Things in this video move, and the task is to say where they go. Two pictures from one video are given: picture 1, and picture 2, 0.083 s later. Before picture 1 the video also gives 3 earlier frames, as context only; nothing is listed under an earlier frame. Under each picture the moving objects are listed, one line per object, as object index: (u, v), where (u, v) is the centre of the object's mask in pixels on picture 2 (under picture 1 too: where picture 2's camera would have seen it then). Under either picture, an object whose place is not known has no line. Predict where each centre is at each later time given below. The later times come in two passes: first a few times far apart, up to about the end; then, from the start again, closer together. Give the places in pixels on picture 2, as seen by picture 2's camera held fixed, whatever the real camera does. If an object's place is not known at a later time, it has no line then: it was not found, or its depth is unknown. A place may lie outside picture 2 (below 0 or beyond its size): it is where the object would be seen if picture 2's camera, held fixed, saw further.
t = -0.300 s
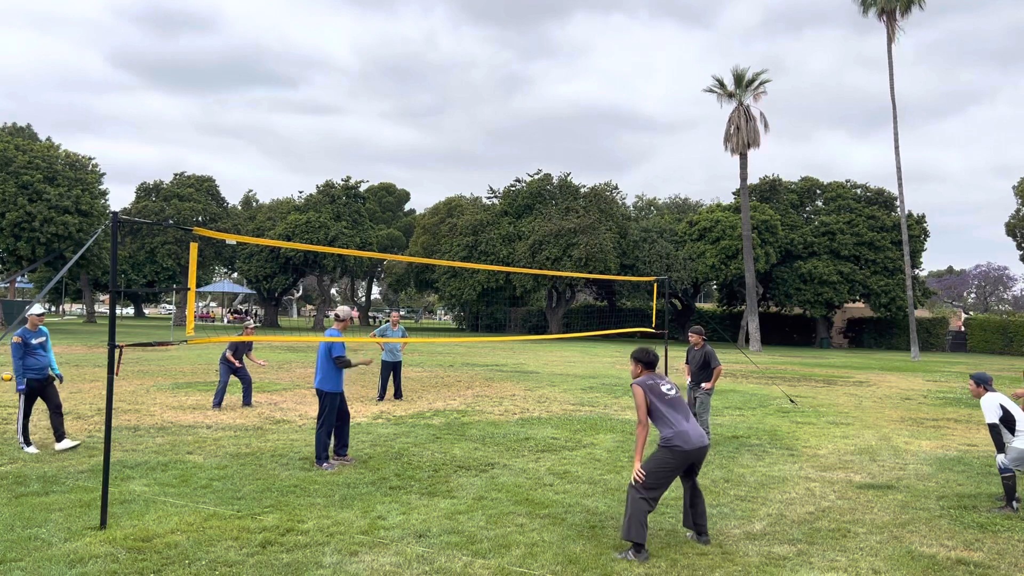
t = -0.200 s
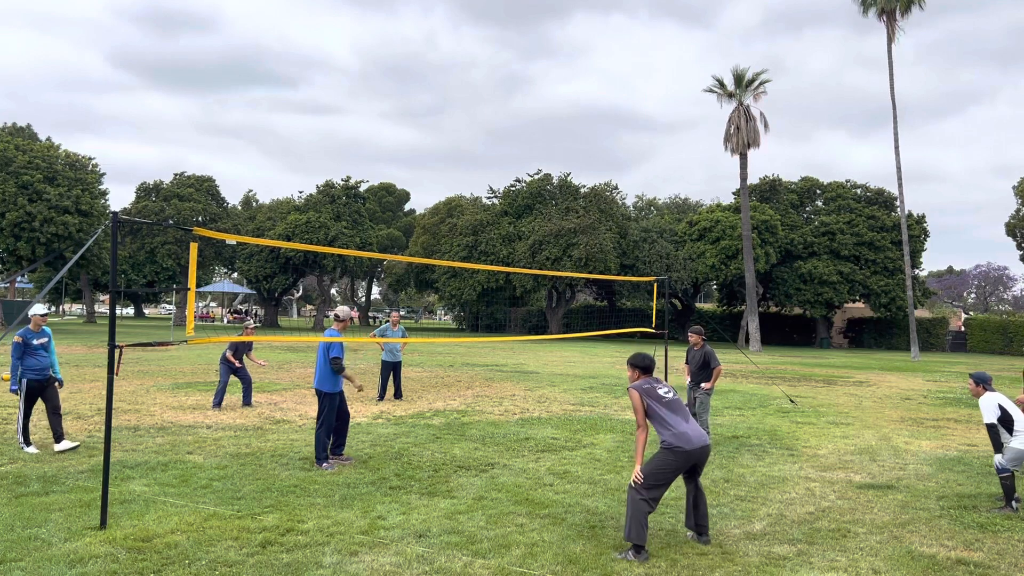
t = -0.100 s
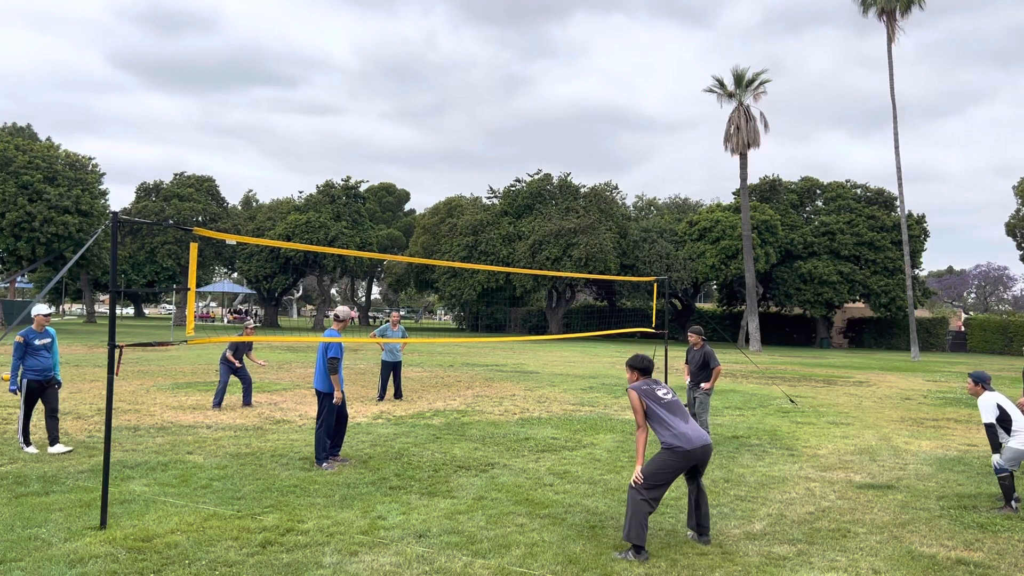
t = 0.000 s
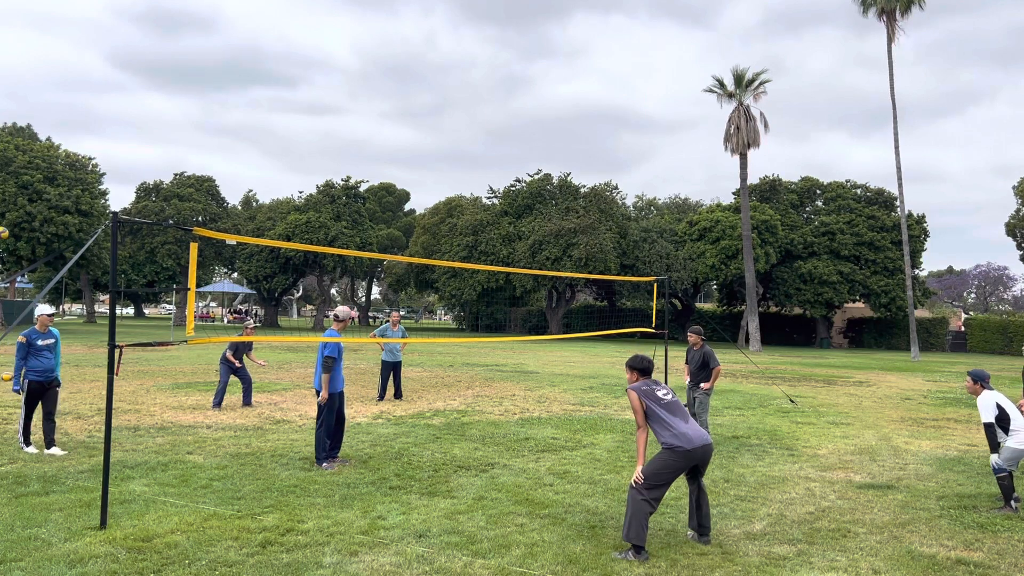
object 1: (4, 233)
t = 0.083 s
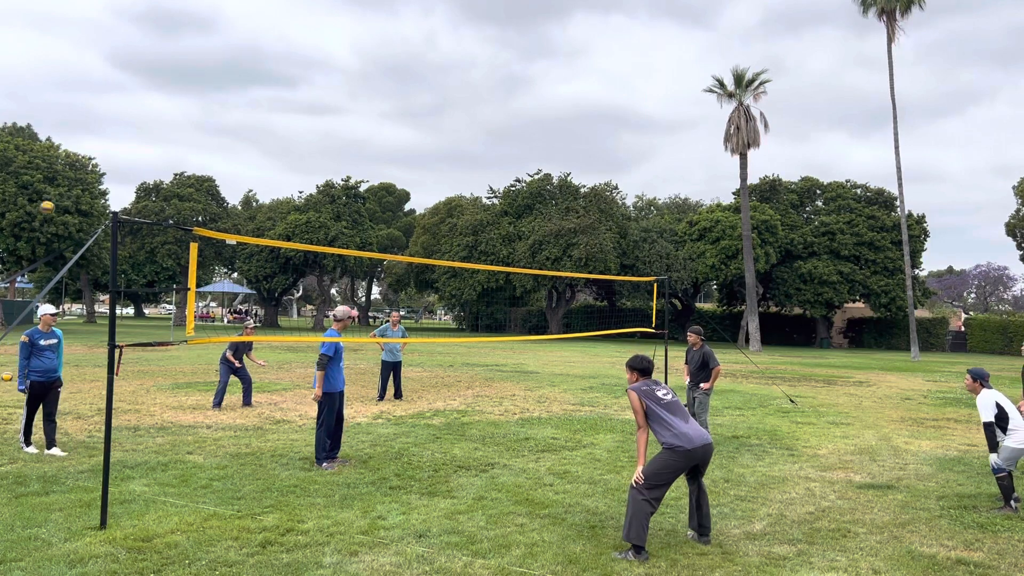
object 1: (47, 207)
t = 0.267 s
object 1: (150, 164)
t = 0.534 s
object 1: (308, 136)
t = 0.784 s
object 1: (464, 156)
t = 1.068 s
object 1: (651, 236)
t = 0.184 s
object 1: (103, 181)
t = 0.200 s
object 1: (112, 178)
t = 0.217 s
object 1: (121, 174)
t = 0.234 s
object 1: (131, 170)
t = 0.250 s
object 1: (141, 167)
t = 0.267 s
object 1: (150, 164)
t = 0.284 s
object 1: (160, 160)
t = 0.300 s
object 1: (169, 158)
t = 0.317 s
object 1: (179, 155)
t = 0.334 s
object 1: (188, 152)
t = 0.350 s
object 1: (198, 150)
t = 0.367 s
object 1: (208, 148)
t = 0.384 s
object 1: (218, 146)
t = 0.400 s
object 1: (228, 144)
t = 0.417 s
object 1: (238, 142)
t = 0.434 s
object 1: (248, 141)
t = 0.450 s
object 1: (258, 140)
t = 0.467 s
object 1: (268, 138)
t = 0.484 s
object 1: (278, 137)
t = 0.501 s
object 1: (288, 136)
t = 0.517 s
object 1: (298, 136)
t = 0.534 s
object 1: (308, 136)
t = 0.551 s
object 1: (318, 136)
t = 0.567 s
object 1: (329, 136)
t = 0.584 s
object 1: (339, 136)
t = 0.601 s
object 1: (349, 137)
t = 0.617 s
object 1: (359, 137)
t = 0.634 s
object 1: (370, 138)
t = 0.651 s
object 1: (380, 140)
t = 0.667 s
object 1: (391, 141)
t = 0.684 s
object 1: (401, 143)
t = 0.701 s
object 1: (411, 144)
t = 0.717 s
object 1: (422, 146)
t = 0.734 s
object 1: (432, 148)
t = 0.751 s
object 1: (443, 151)
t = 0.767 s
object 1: (454, 153)
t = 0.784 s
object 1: (464, 156)
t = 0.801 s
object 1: (474, 159)
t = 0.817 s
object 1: (485, 162)
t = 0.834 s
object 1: (497, 165)
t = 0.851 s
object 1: (507, 169)
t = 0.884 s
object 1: (529, 175)
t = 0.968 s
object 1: (584, 199)
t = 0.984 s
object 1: (595, 205)
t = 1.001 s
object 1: (606, 211)
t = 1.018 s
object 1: (617, 216)
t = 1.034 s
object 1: (628, 223)
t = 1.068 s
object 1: (651, 236)
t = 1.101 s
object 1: (674, 251)
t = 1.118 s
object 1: (686, 258)
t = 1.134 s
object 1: (698, 266)
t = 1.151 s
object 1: (709, 274)
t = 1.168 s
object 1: (722, 282)
